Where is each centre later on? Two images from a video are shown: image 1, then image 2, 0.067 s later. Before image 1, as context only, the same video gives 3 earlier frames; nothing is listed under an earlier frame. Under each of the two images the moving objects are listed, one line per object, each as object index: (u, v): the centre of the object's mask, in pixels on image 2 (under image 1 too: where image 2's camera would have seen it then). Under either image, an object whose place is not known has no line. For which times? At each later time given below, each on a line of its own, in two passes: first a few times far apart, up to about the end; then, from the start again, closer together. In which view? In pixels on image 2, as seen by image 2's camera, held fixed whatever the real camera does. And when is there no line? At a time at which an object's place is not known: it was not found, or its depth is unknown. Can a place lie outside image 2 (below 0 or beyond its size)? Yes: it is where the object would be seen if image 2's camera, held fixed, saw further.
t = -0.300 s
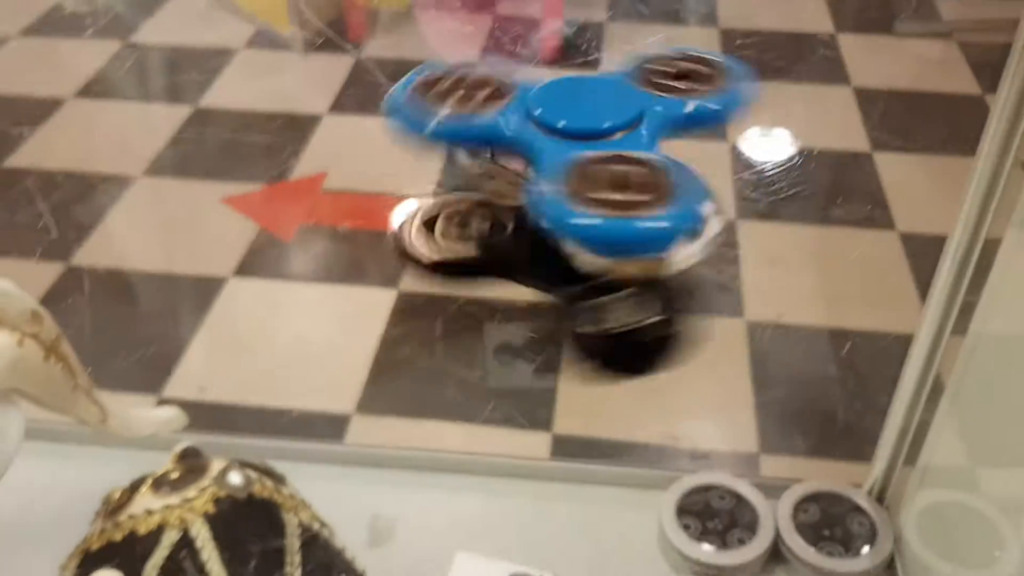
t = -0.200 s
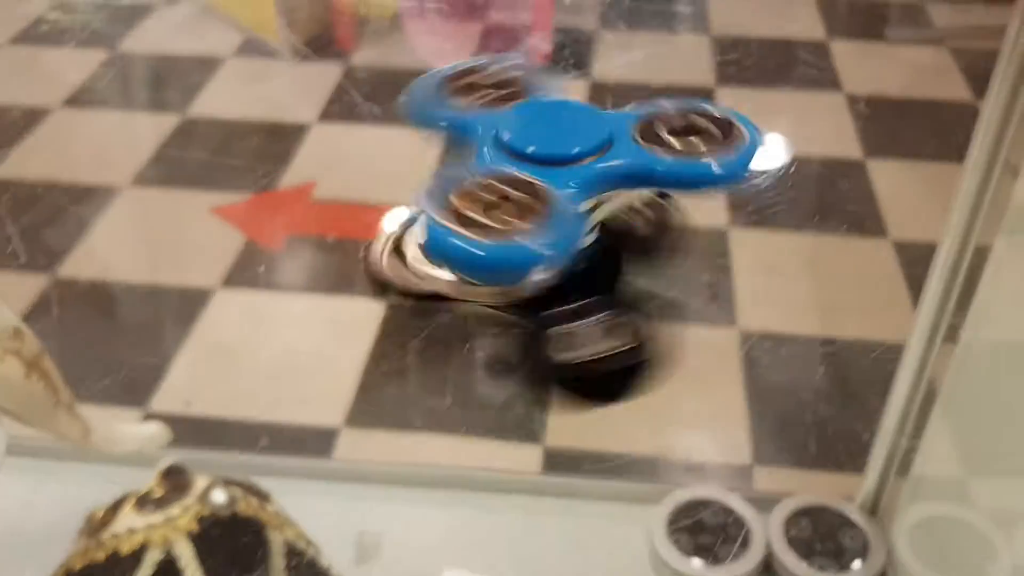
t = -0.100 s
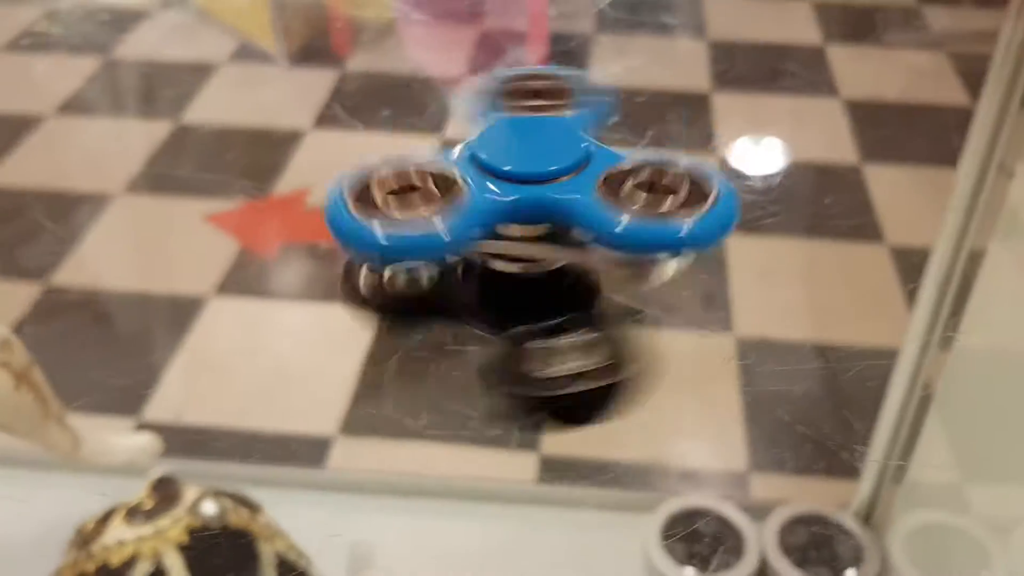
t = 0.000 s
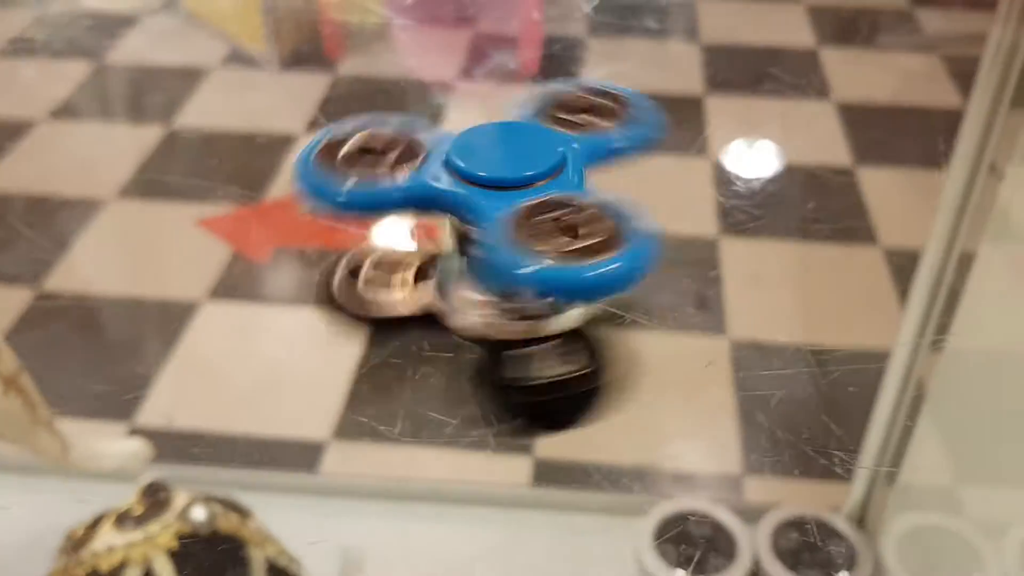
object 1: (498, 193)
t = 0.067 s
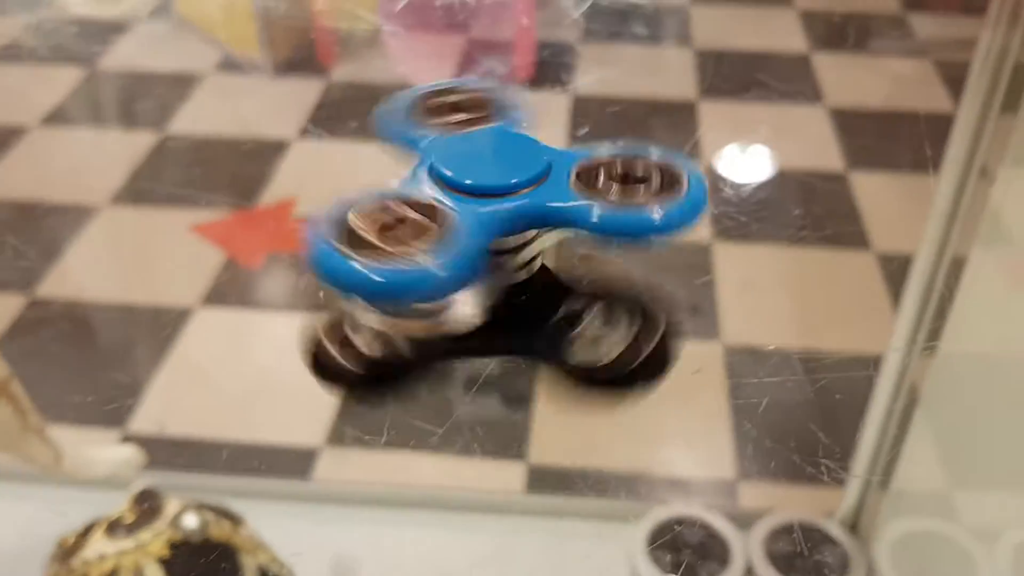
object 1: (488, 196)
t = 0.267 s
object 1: (479, 196)
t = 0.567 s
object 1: (484, 195)
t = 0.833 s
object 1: (509, 186)
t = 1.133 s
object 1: (516, 183)
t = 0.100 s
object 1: (488, 200)
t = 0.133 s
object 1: (484, 200)
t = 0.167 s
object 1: (485, 200)
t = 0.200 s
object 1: (476, 200)
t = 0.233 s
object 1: (475, 202)
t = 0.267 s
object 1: (479, 196)
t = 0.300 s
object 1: (475, 192)
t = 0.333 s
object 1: (472, 192)
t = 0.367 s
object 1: (473, 192)
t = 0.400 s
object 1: (476, 193)
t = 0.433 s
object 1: (478, 190)
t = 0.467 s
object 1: (474, 190)
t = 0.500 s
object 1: (475, 192)
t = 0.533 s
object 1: (479, 196)
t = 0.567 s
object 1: (484, 195)
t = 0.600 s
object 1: (486, 194)
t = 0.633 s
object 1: (485, 195)
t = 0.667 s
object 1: (489, 198)
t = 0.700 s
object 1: (494, 196)
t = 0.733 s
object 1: (497, 190)
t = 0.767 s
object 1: (503, 190)
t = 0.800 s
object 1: (504, 189)
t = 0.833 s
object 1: (509, 186)
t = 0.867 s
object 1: (511, 183)
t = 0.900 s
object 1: (510, 180)
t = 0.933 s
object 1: (509, 180)
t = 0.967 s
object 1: (508, 183)
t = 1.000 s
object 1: (514, 183)
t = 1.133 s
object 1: (516, 183)
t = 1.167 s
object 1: (515, 182)
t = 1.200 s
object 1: (512, 183)
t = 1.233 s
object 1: (510, 186)
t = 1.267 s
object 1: (512, 187)
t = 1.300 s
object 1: (512, 184)
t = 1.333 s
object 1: (506, 180)
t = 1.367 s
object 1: (505, 174)
